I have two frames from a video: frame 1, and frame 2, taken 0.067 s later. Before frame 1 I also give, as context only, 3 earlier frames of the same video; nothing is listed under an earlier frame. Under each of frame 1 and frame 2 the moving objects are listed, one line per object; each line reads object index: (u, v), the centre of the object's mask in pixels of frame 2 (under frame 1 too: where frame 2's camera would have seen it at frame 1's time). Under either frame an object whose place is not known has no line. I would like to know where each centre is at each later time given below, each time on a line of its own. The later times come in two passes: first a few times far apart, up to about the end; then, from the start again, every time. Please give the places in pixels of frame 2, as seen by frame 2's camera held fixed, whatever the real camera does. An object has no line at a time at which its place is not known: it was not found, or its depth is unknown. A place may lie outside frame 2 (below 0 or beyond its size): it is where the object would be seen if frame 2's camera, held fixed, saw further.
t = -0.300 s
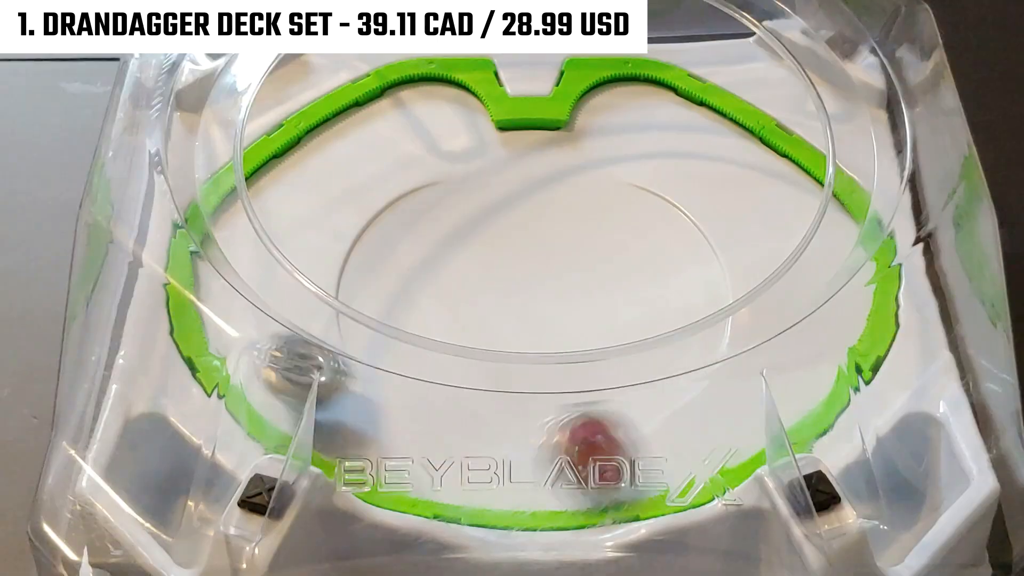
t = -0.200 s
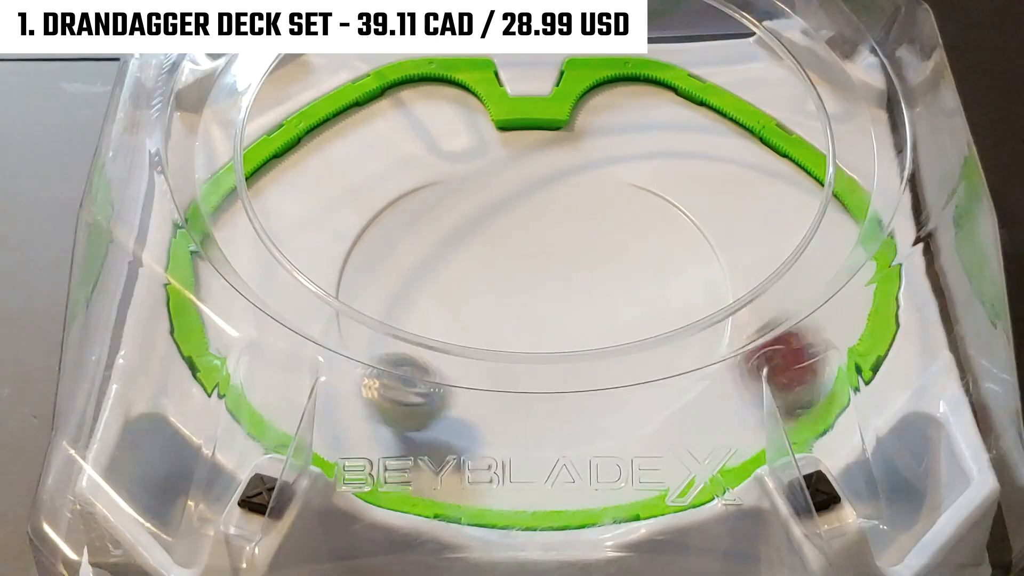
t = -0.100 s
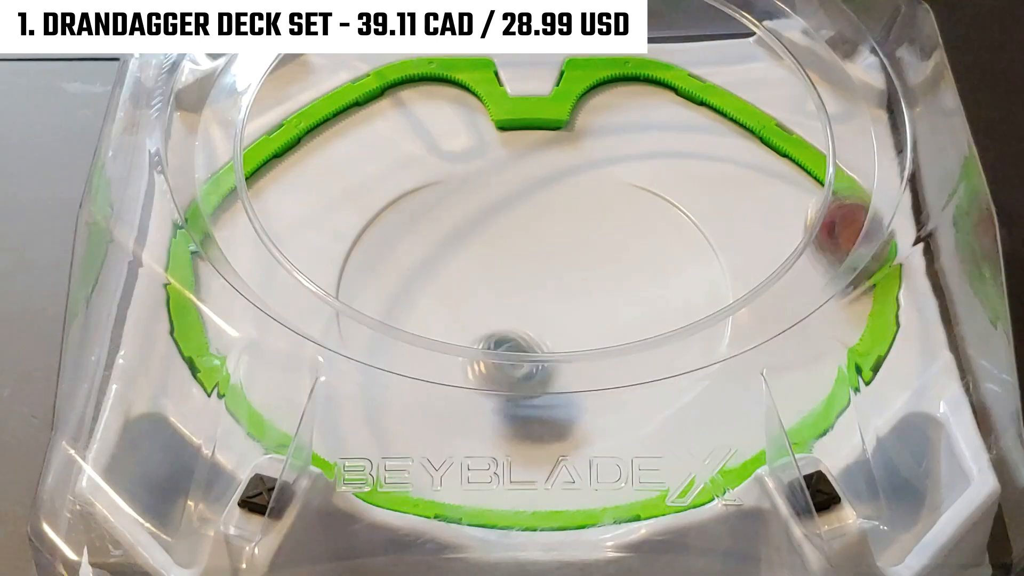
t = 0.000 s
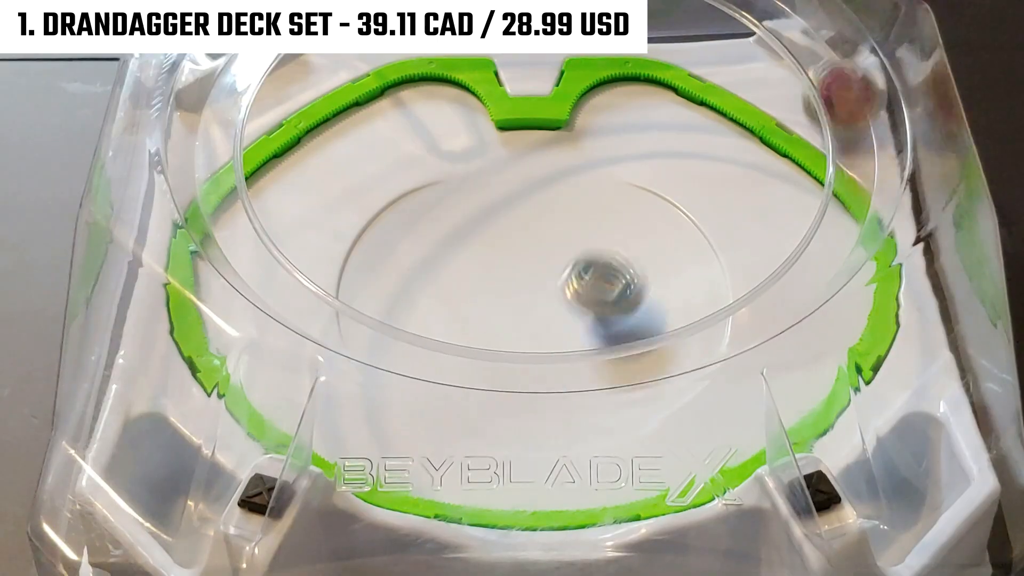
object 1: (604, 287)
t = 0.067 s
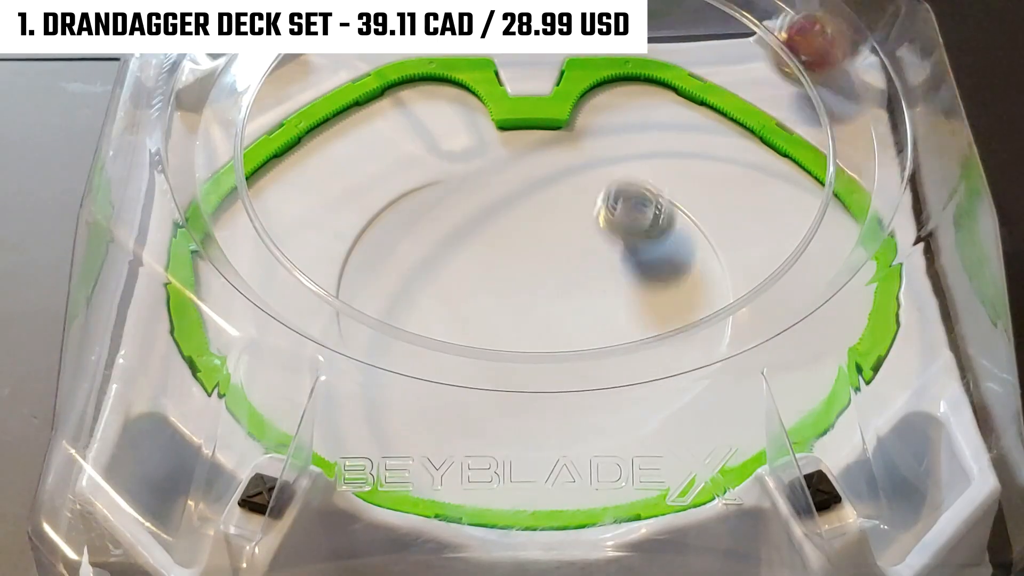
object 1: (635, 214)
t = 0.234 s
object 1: (588, 81)
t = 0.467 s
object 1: (630, 174)
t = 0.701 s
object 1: (549, 259)
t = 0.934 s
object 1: (514, 267)
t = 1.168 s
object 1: (384, 275)
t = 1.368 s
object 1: (529, 341)
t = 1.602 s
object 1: (668, 199)
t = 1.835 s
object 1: (604, 80)
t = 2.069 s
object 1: (525, 128)
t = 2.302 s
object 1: (525, 299)
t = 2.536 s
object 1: (716, 276)
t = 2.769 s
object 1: (798, 258)
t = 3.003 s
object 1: (827, 306)
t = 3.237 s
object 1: (756, 365)
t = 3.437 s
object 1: (671, 413)
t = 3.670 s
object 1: (528, 368)
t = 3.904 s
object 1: (383, 332)
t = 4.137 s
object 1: (403, 290)
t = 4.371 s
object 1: (416, 240)
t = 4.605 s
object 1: (375, 245)
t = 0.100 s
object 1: (640, 177)
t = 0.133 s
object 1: (637, 141)
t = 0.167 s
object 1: (630, 114)
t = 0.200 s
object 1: (620, 85)
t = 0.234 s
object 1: (588, 81)
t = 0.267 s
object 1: (600, 96)
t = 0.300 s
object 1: (613, 108)
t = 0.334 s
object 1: (623, 122)
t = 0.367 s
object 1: (630, 135)
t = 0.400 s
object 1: (634, 147)
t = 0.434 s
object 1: (634, 160)
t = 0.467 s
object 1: (630, 174)
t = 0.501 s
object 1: (623, 188)
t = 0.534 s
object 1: (614, 201)
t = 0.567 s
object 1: (602, 214)
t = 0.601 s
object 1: (589, 227)
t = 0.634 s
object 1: (576, 239)
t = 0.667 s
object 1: (562, 249)
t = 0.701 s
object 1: (549, 259)
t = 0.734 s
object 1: (537, 266)
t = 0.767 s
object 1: (529, 271)
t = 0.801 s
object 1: (525, 274)
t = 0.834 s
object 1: (524, 276)
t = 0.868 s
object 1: (529, 277)
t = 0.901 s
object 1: (539, 277)
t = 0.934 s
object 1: (514, 267)
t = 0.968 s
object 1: (485, 257)
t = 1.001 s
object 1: (459, 249)
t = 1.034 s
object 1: (435, 246)
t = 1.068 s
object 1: (415, 246)
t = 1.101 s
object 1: (399, 251)
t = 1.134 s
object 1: (389, 265)
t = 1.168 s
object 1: (384, 275)
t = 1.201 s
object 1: (389, 291)
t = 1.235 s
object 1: (403, 312)
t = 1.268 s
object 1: (426, 330)
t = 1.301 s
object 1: (455, 339)
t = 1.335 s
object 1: (492, 344)
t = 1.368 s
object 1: (529, 341)
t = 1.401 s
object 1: (564, 328)
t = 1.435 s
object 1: (597, 318)
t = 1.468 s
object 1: (624, 304)
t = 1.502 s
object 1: (645, 281)
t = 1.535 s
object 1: (661, 255)
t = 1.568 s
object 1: (668, 228)
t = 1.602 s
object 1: (668, 199)
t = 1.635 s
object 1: (662, 173)
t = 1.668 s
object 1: (642, 150)
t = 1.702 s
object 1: (632, 132)
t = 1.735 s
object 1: (627, 109)
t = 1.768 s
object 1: (621, 86)
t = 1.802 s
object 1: (617, 74)
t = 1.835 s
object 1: (604, 80)
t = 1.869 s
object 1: (592, 118)
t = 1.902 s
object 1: (580, 157)
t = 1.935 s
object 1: (564, 162)
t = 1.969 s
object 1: (550, 130)
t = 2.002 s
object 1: (539, 108)
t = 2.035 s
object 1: (532, 105)
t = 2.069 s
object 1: (525, 128)
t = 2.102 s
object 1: (522, 154)
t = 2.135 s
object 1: (517, 180)
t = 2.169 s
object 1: (515, 204)
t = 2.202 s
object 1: (513, 232)
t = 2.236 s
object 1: (514, 258)
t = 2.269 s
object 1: (518, 281)
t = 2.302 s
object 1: (525, 299)
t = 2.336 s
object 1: (535, 315)
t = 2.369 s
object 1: (561, 315)
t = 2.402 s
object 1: (592, 311)
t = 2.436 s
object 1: (624, 306)
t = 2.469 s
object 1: (656, 298)
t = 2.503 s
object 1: (687, 287)
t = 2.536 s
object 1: (716, 276)
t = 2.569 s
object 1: (729, 264)
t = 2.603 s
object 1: (739, 261)
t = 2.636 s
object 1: (749, 255)
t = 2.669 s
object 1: (761, 252)
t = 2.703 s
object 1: (772, 251)
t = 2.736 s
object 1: (785, 253)
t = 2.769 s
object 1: (798, 258)
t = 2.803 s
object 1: (811, 263)
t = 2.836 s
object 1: (829, 269)
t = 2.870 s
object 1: (843, 278)
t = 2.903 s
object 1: (859, 289)
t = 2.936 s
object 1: (849, 290)
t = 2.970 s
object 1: (837, 290)
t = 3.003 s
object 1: (827, 306)
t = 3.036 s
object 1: (817, 295)
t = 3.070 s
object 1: (807, 302)
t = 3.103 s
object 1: (796, 311)
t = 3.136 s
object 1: (786, 319)
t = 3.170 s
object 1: (780, 337)
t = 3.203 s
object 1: (768, 350)
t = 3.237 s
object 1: (756, 365)
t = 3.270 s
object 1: (744, 385)
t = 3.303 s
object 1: (728, 403)
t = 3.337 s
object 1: (719, 424)
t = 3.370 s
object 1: (706, 426)
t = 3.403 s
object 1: (689, 422)
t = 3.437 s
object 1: (671, 413)
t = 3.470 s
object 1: (654, 407)
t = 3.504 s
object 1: (635, 399)
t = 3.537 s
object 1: (614, 393)
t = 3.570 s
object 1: (595, 389)
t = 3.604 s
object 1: (572, 384)
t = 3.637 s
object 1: (551, 375)
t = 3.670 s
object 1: (528, 368)
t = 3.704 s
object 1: (505, 361)
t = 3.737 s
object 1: (482, 351)
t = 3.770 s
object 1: (459, 349)
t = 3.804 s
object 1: (438, 343)
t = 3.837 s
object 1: (420, 338)
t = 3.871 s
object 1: (402, 332)
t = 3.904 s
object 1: (383, 332)
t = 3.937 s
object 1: (368, 328)
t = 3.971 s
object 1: (370, 324)
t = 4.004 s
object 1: (376, 318)
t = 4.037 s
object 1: (384, 311)
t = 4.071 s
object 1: (392, 301)
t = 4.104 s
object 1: (398, 296)
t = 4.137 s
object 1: (403, 290)
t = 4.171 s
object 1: (408, 284)
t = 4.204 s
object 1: (413, 275)
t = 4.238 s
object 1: (417, 266)
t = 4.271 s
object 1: (420, 257)
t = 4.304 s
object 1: (422, 247)
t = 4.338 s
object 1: (423, 239)
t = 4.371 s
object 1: (416, 240)
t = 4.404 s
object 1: (397, 223)
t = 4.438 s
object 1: (382, 220)
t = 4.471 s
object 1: (371, 221)
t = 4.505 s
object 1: (364, 223)
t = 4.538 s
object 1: (363, 230)
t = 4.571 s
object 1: (367, 238)
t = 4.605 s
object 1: (375, 245)
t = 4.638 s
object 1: (392, 267)
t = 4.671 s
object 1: (409, 274)
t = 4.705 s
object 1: (432, 280)
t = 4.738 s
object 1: (461, 286)
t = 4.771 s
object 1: (491, 288)
